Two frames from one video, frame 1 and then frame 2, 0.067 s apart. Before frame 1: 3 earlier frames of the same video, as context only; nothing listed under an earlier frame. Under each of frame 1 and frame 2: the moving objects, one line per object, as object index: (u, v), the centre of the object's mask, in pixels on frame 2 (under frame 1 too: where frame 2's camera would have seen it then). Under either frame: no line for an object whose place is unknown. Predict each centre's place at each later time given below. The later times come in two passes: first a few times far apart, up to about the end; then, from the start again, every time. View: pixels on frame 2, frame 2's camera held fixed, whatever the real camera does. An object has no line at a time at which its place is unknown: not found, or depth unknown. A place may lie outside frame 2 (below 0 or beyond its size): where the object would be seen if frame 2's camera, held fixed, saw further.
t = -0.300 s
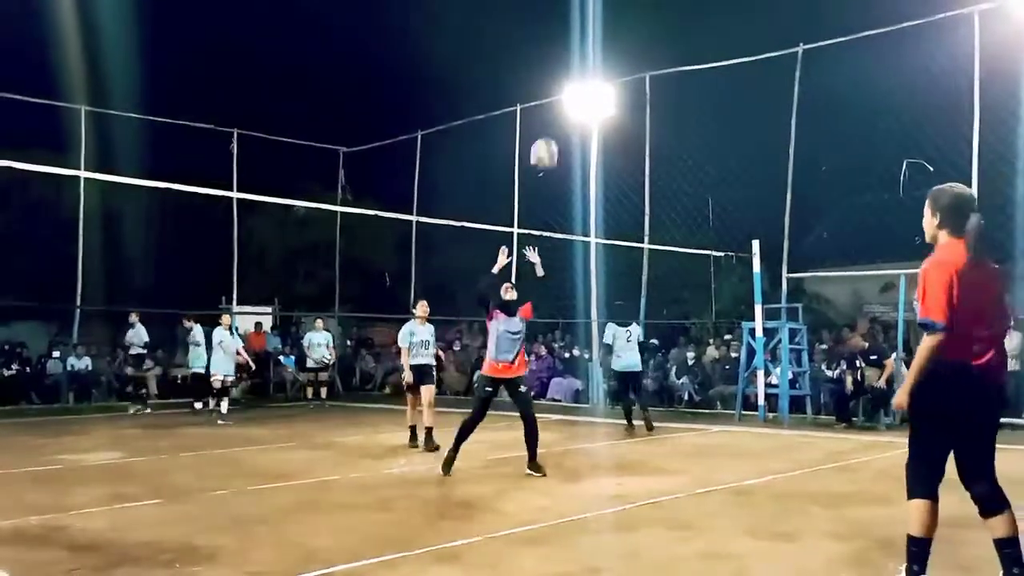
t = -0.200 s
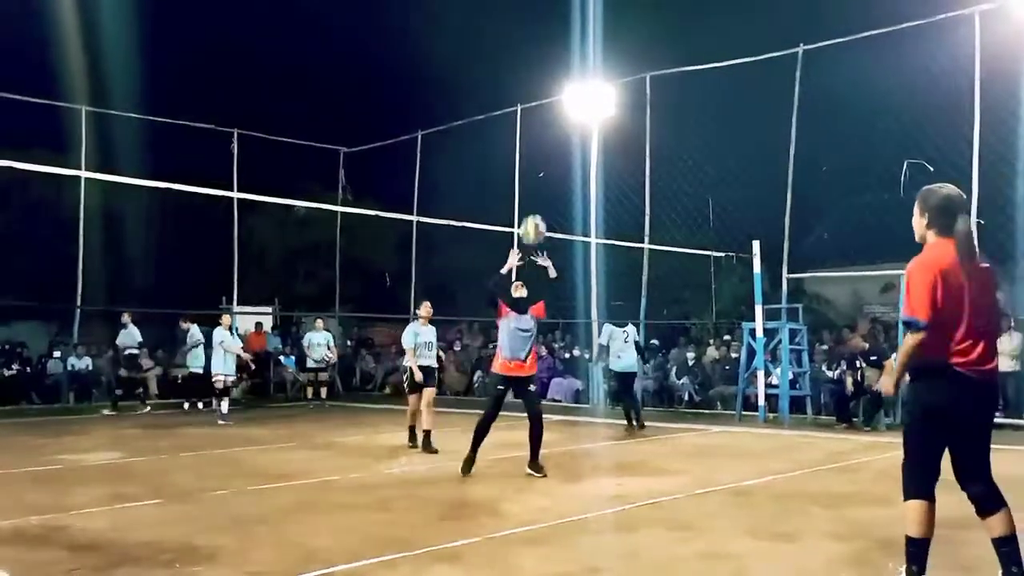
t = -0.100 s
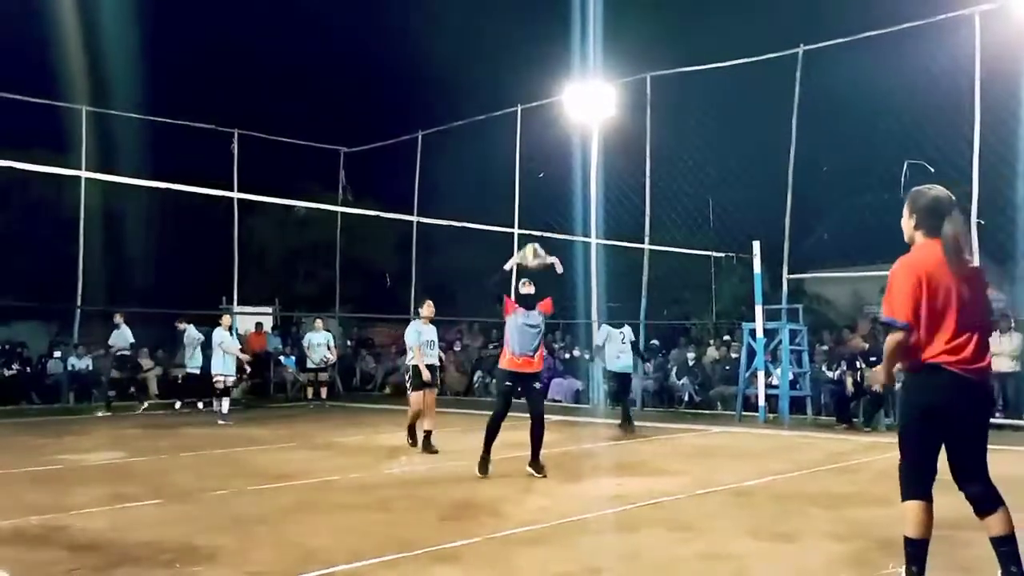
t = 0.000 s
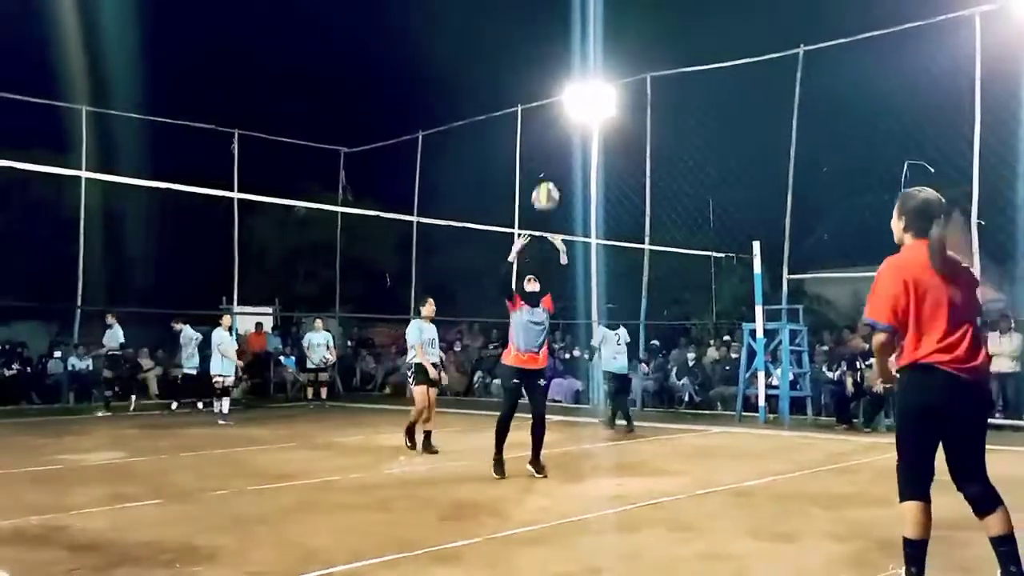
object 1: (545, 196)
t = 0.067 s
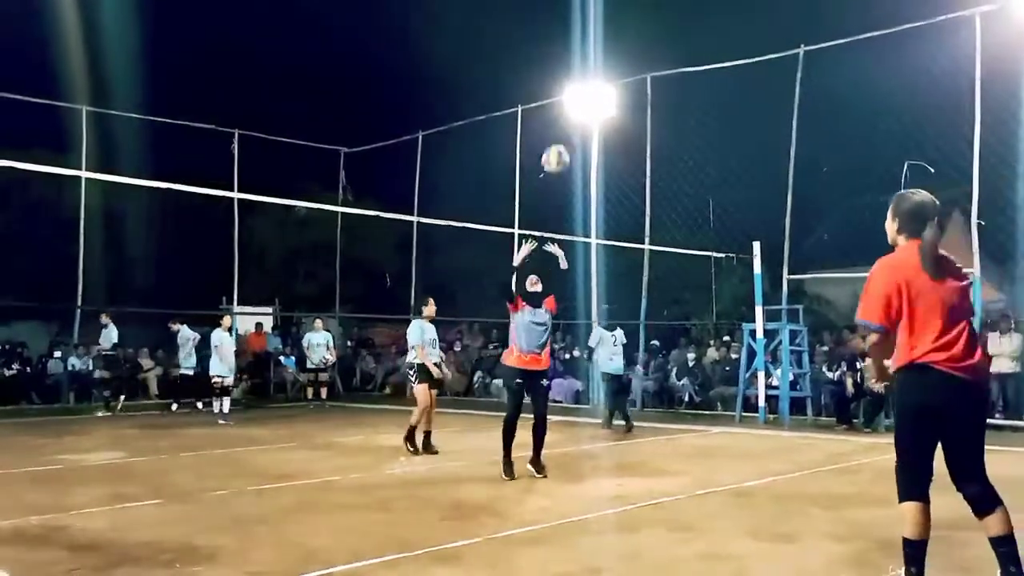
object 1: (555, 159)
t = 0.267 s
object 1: (589, 68)
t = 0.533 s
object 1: (641, 32)
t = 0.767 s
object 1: (698, 88)
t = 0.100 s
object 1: (561, 142)
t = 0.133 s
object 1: (562, 130)
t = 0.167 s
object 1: (565, 115)
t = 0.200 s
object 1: (571, 98)
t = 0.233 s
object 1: (581, 74)
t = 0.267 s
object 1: (589, 68)
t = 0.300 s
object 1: (595, 62)
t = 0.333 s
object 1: (601, 52)
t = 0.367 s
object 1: (607, 47)
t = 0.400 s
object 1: (613, 40)
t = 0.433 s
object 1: (620, 35)
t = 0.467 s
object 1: (627, 32)
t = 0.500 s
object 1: (634, 31)
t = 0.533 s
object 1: (641, 32)
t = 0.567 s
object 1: (649, 33)
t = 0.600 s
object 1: (656, 37)
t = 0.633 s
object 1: (664, 43)
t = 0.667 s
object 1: (672, 50)
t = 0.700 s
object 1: (680, 61)
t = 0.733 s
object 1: (689, 72)
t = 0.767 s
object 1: (698, 88)
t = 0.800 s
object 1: (708, 105)
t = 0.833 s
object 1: (717, 124)
